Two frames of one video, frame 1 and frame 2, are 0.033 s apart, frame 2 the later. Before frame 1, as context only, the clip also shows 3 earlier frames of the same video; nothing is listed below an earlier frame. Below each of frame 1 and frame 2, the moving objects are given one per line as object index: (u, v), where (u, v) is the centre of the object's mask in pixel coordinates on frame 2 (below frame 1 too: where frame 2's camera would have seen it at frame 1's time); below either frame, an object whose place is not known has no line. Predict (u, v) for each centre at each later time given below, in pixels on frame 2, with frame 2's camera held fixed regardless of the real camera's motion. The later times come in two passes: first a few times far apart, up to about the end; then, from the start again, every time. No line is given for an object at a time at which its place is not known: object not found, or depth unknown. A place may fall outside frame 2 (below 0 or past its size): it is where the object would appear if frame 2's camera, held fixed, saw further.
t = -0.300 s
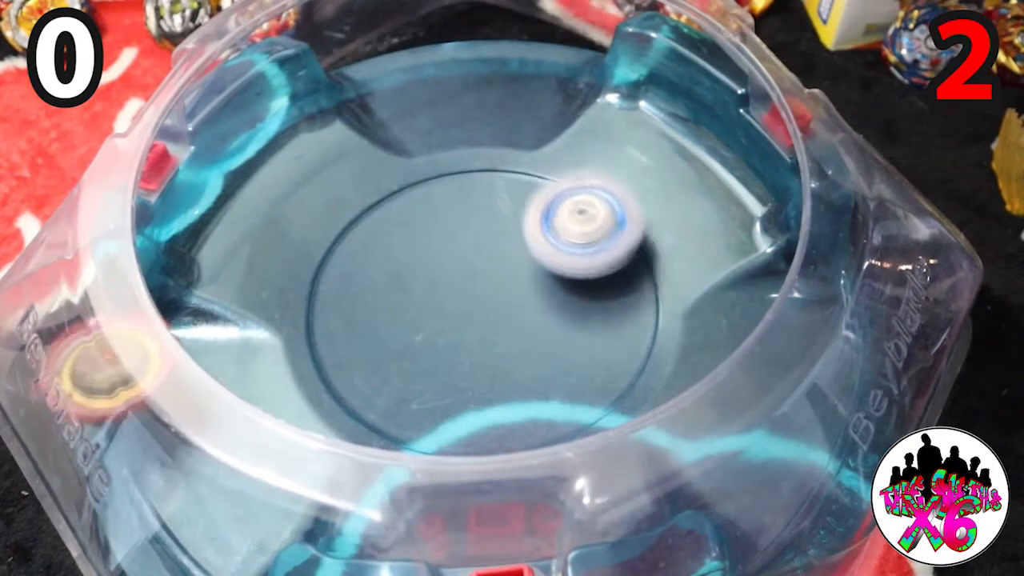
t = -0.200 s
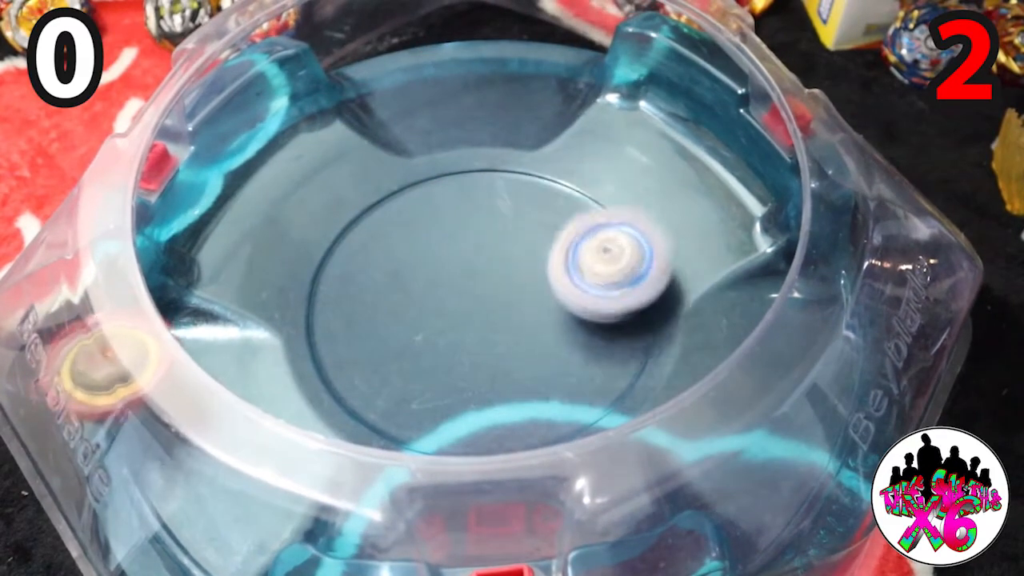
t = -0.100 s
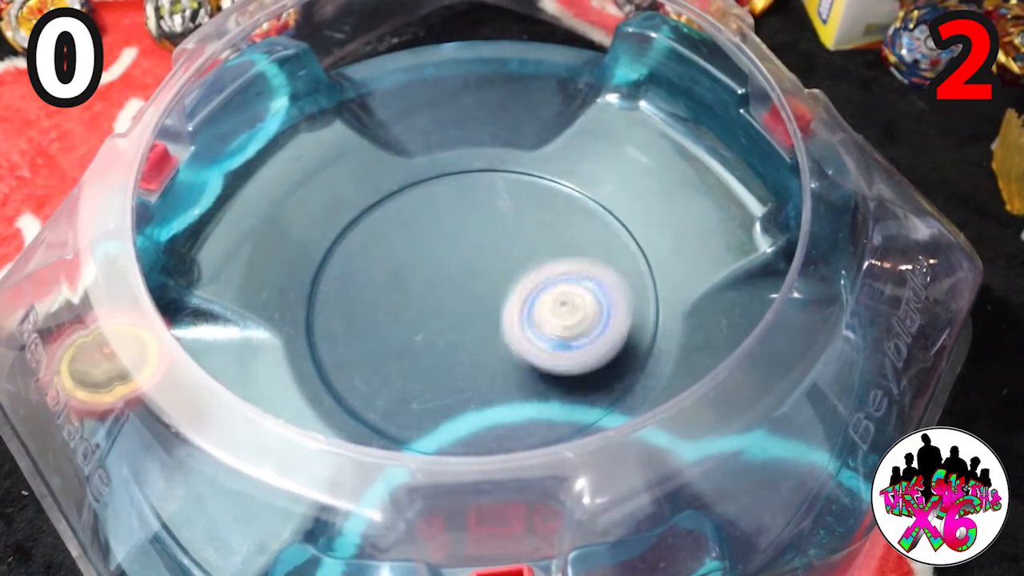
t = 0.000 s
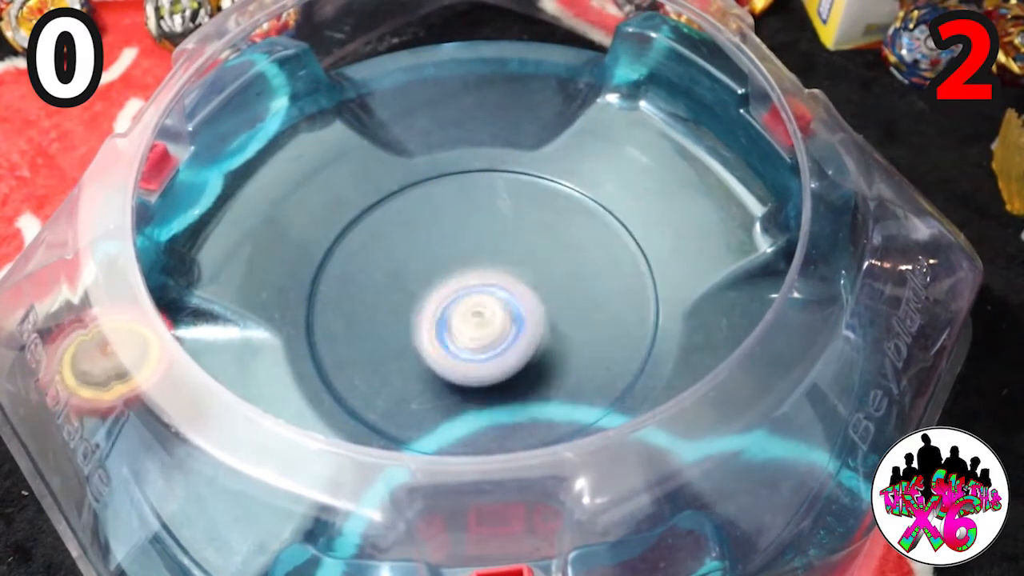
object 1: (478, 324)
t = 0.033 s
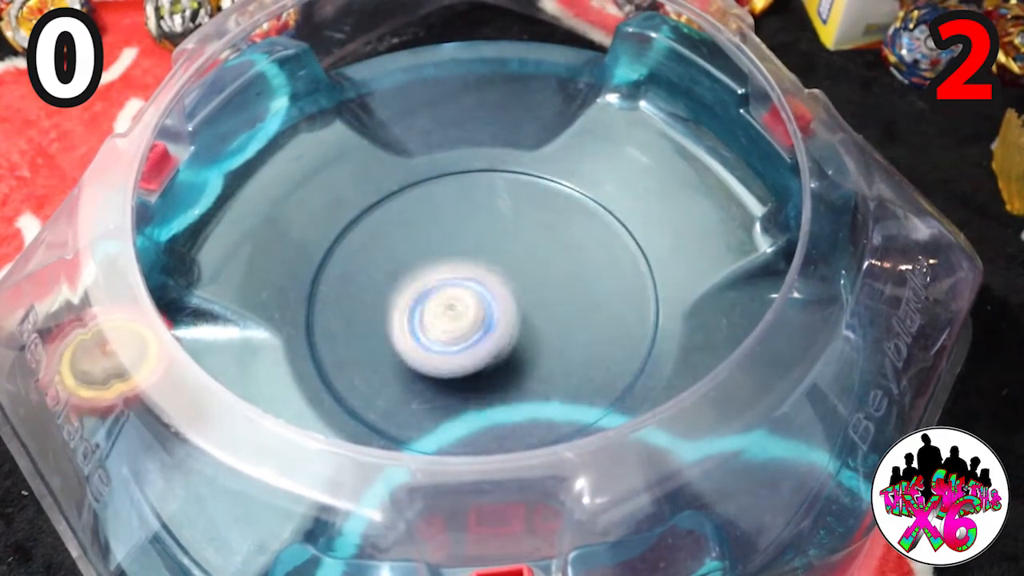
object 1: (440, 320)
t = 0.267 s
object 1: (384, 192)
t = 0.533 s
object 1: (537, 189)
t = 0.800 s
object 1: (461, 348)
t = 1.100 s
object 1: (330, 257)
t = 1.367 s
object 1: (487, 223)
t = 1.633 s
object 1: (521, 375)
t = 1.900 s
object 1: (591, 359)
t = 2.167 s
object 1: (552, 272)
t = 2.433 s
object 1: (492, 239)
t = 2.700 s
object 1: (487, 219)
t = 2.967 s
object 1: (493, 198)
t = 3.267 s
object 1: (506, 214)
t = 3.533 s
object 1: (382, 247)
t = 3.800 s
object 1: (399, 207)
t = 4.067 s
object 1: (394, 306)
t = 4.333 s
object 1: (326, 274)
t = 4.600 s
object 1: (480, 325)
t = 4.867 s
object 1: (533, 409)
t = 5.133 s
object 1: (666, 369)
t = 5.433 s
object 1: (773, 287)
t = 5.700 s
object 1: (732, 339)
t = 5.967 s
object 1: (611, 337)
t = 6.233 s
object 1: (443, 369)
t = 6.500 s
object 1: (325, 335)
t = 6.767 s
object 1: (358, 260)
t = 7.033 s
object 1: (443, 267)
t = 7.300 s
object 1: (491, 309)
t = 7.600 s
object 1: (403, 362)
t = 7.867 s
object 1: (347, 302)
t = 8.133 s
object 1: (389, 259)
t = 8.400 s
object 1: (423, 282)
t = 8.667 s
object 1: (397, 365)
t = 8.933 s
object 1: (378, 352)
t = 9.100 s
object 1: (406, 327)
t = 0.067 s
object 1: (427, 304)
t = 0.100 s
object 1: (408, 289)
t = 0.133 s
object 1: (394, 270)
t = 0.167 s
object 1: (384, 251)
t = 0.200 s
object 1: (379, 231)
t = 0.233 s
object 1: (380, 210)
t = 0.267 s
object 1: (384, 192)
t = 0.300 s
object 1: (393, 174)
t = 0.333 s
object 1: (406, 160)
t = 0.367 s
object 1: (429, 157)
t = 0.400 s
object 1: (455, 157)
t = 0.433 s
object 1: (479, 158)
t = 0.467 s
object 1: (502, 164)
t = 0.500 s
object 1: (522, 173)
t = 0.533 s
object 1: (537, 189)
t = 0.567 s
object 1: (549, 210)
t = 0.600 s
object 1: (554, 234)
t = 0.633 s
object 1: (552, 259)
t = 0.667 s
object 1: (542, 282)
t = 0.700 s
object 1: (527, 302)
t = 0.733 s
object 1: (508, 320)
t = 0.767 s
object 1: (486, 336)
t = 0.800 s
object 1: (461, 348)
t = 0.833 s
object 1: (432, 356)
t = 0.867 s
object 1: (401, 360)
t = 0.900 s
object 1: (388, 349)
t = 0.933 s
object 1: (375, 336)
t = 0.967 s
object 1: (355, 325)
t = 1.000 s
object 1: (345, 310)
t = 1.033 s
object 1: (333, 294)
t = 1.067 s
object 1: (331, 274)
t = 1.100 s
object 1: (330, 257)
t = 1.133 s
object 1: (337, 237)
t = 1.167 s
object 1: (352, 224)
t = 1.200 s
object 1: (370, 212)
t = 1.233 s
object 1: (392, 205)
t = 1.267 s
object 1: (416, 204)
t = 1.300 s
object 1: (441, 204)
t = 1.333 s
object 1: (467, 210)
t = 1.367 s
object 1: (487, 223)
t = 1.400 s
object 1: (505, 235)
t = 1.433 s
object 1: (524, 253)
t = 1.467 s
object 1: (532, 272)
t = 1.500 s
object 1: (539, 291)
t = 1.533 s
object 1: (543, 313)
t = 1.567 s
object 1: (539, 334)
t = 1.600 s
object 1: (530, 354)
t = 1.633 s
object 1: (521, 375)
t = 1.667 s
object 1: (502, 391)
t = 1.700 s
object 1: (483, 403)
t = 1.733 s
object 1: (499, 404)
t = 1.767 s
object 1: (537, 405)
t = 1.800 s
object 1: (557, 398)
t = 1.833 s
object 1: (572, 389)
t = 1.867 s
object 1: (584, 374)
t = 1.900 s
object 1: (591, 359)
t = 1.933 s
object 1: (596, 346)
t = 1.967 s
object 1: (594, 332)
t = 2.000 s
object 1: (589, 320)
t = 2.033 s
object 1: (585, 308)
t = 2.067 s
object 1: (577, 298)
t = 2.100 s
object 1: (571, 288)
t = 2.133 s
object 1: (563, 281)
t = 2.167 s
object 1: (552, 272)
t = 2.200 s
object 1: (543, 265)
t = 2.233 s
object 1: (533, 261)
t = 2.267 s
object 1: (523, 256)
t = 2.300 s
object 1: (516, 249)
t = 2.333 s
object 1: (509, 247)
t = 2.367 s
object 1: (500, 244)
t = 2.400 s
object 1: (496, 239)
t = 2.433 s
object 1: (492, 239)
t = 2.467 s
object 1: (489, 234)
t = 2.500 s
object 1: (487, 232)
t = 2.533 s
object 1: (487, 229)
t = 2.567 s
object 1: (485, 231)
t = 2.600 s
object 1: (485, 226)
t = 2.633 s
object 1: (486, 223)
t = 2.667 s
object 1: (487, 221)
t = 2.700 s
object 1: (487, 219)
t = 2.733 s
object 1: (490, 215)
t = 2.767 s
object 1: (490, 213)
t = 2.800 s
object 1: (490, 211)
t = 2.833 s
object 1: (491, 207)
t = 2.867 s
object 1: (492, 206)
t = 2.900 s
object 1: (491, 204)
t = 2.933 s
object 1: (492, 201)
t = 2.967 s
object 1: (493, 198)
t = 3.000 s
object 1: (493, 196)
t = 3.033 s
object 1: (493, 193)
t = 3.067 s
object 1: (493, 189)
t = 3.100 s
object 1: (497, 187)
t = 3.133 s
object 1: (502, 184)
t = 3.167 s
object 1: (508, 188)
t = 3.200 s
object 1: (513, 194)
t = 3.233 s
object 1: (513, 203)
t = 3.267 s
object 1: (506, 214)
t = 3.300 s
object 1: (493, 228)
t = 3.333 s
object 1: (479, 239)
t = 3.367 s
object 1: (463, 244)
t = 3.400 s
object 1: (446, 250)
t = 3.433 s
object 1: (428, 251)
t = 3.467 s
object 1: (410, 253)
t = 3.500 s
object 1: (395, 250)
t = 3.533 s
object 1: (382, 247)
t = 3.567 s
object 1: (370, 240)
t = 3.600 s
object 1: (362, 231)
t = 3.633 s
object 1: (357, 220)
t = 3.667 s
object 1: (357, 211)
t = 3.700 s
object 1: (361, 202)
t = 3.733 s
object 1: (370, 200)
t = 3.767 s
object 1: (383, 201)
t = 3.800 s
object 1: (399, 207)
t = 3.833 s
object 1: (415, 216)
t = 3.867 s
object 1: (426, 230)
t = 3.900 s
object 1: (433, 246)
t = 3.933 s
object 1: (438, 264)
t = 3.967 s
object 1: (439, 280)
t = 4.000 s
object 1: (423, 288)
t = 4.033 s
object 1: (409, 297)
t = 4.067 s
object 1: (394, 306)
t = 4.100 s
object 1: (379, 310)
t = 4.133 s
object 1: (363, 312)
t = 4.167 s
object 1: (348, 311)
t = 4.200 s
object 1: (334, 308)
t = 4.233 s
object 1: (323, 302)
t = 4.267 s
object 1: (317, 294)
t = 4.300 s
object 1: (318, 284)
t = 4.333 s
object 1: (326, 274)
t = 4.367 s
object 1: (340, 267)
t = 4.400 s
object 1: (358, 264)
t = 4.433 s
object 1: (377, 264)
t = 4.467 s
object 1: (397, 267)
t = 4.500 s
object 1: (414, 275)
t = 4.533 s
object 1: (434, 292)
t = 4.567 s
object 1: (459, 308)
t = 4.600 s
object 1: (480, 325)
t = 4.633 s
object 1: (496, 338)
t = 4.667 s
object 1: (507, 352)
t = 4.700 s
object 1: (513, 365)
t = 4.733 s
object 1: (514, 378)
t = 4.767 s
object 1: (510, 392)
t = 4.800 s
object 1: (511, 400)
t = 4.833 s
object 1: (501, 409)
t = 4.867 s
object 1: (533, 409)
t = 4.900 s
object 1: (558, 414)
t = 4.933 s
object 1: (586, 411)
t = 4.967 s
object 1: (610, 404)
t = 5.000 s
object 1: (617, 400)
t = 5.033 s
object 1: (628, 394)
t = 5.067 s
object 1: (637, 390)
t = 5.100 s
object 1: (659, 377)
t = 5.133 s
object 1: (666, 369)
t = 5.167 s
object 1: (682, 359)
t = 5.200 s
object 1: (696, 351)
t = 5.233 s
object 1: (697, 349)
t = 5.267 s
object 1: (717, 333)
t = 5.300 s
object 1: (730, 329)
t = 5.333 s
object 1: (744, 320)
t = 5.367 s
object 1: (751, 311)
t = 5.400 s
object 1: (761, 298)
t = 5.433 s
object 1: (773, 287)
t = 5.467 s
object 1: (770, 295)
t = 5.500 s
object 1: (768, 310)
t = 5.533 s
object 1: (770, 322)
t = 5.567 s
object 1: (773, 334)
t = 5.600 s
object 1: (757, 339)
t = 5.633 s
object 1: (761, 339)
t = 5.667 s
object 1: (739, 340)
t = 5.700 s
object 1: (732, 339)
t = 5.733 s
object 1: (733, 342)
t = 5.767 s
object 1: (709, 334)
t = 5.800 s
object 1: (688, 338)
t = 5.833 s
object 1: (688, 335)
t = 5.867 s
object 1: (665, 337)
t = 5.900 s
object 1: (658, 334)
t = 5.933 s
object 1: (632, 336)
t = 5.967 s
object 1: (611, 337)
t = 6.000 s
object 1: (581, 340)
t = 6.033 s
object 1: (549, 347)
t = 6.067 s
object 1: (529, 351)
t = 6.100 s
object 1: (503, 350)
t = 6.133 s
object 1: (485, 347)
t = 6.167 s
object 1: (475, 359)
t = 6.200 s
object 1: (449, 365)
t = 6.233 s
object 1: (443, 369)
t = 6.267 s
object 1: (425, 366)
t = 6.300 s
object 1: (411, 365)
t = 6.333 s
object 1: (393, 361)
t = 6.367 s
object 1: (381, 359)
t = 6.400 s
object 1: (362, 356)
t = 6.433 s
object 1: (349, 349)
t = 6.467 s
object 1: (335, 344)
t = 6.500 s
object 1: (325, 335)
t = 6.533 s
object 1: (316, 326)
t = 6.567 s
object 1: (316, 312)
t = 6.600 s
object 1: (319, 300)
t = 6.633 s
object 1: (324, 285)
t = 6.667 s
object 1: (330, 280)
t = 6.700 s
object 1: (328, 270)
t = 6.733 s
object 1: (354, 262)
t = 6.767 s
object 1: (358, 260)
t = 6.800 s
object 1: (374, 259)
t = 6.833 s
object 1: (390, 258)
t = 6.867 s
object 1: (420, 256)
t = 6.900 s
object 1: (421, 259)
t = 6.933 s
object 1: (452, 260)
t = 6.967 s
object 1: (451, 268)
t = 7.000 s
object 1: (460, 262)
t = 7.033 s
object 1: (443, 267)
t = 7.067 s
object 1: (446, 267)
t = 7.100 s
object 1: (451, 269)
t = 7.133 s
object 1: (460, 271)
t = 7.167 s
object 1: (476, 272)
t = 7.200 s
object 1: (497, 277)
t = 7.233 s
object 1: (485, 289)
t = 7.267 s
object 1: (481, 302)
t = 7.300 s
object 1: (491, 309)
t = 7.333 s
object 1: (478, 320)
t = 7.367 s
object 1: (472, 331)
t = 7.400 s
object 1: (476, 337)
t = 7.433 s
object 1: (458, 342)
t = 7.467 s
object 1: (446, 349)
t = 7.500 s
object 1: (448, 350)
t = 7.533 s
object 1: (428, 353)
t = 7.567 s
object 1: (410, 357)
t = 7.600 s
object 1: (403, 362)
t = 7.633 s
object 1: (401, 354)
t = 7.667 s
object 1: (385, 352)
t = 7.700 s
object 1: (379, 339)
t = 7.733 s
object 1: (373, 336)
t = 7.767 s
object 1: (361, 331)
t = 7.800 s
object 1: (355, 320)
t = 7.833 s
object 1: (349, 310)
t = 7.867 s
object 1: (347, 302)
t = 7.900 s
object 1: (351, 290)
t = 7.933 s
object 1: (358, 279)
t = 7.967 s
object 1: (363, 274)
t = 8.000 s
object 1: (375, 267)
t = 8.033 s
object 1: (390, 261)
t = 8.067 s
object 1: (396, 259)
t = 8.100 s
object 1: (393, 259)
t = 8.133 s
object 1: (389, 259)
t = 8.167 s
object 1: (385, 260)
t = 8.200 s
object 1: (387, 260)
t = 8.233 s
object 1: (393, 262)
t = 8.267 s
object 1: (396, 264)
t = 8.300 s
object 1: (402, 265)
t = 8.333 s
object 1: (410, 268)
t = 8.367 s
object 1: (416, 274)
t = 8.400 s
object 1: (423, 282)
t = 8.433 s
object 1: (441, 290)
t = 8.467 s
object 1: (434, 295)
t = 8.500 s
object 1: (437, 306)
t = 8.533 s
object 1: (439, 318)
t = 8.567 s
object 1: (427, 332)
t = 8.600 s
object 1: (416, 346)
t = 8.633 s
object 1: (403, 357)
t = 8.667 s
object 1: (397, 365)
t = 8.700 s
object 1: (392, 370)
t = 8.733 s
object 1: (385, 372)
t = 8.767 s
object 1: (376, 373)
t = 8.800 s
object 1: (368, 374)
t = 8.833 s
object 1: (365, 372)
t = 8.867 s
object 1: (368, 370)
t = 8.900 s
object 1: (370, 364)
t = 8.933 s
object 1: (378, 352)
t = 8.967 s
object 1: (382, 348)
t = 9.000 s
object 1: (390, 339)
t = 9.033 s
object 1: (399, 333)
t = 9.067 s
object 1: (411, 328)
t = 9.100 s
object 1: (406, 327)
